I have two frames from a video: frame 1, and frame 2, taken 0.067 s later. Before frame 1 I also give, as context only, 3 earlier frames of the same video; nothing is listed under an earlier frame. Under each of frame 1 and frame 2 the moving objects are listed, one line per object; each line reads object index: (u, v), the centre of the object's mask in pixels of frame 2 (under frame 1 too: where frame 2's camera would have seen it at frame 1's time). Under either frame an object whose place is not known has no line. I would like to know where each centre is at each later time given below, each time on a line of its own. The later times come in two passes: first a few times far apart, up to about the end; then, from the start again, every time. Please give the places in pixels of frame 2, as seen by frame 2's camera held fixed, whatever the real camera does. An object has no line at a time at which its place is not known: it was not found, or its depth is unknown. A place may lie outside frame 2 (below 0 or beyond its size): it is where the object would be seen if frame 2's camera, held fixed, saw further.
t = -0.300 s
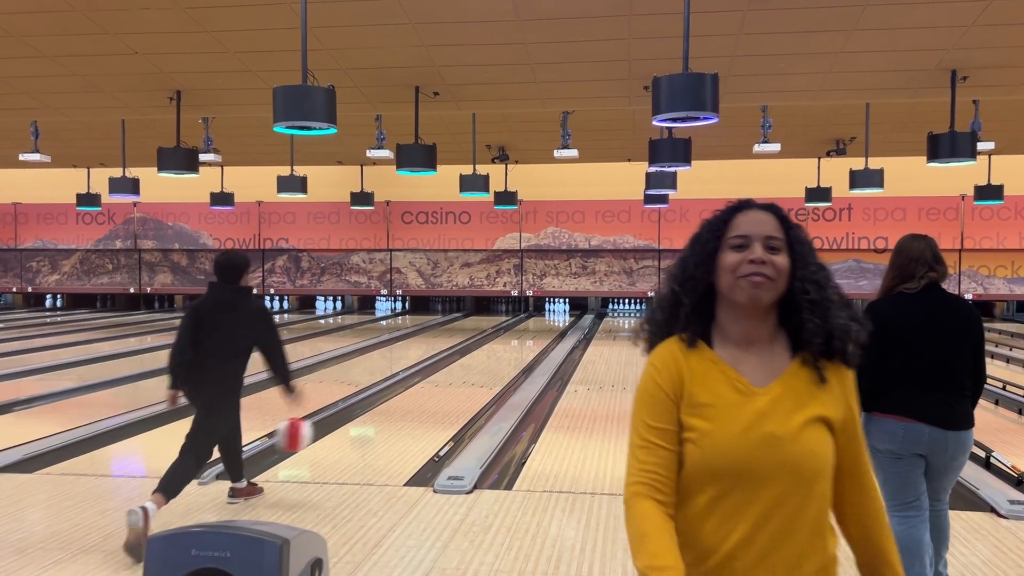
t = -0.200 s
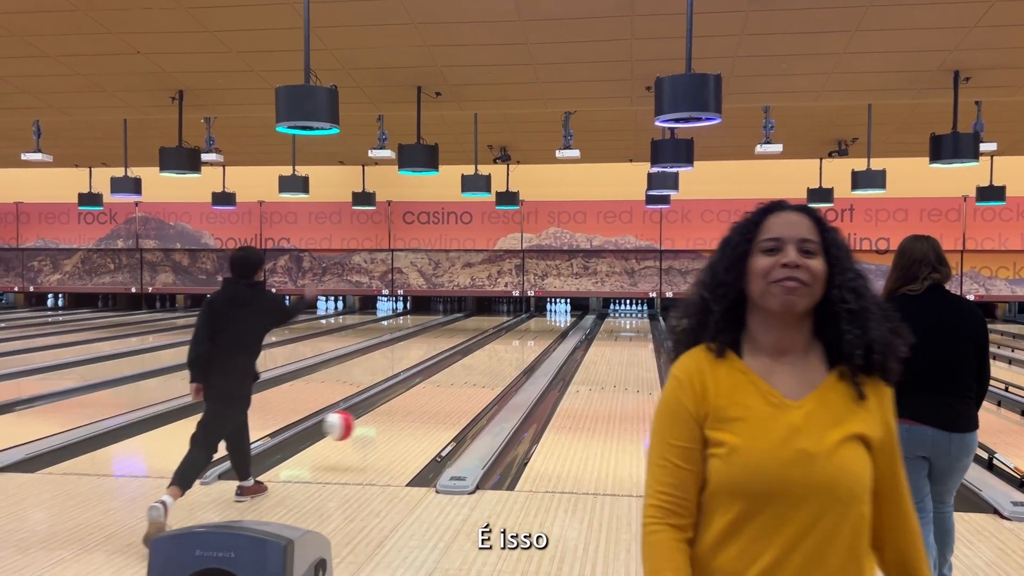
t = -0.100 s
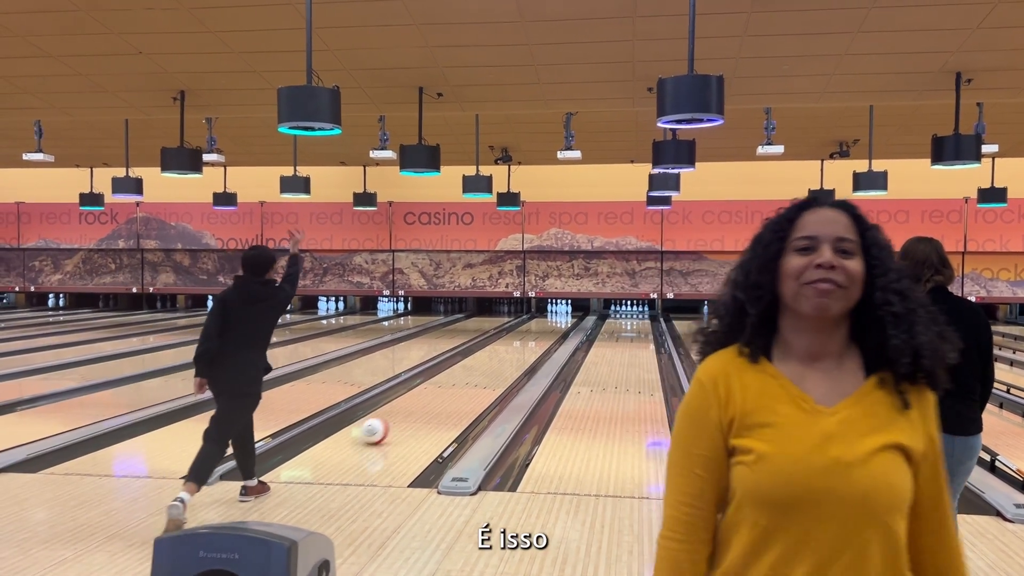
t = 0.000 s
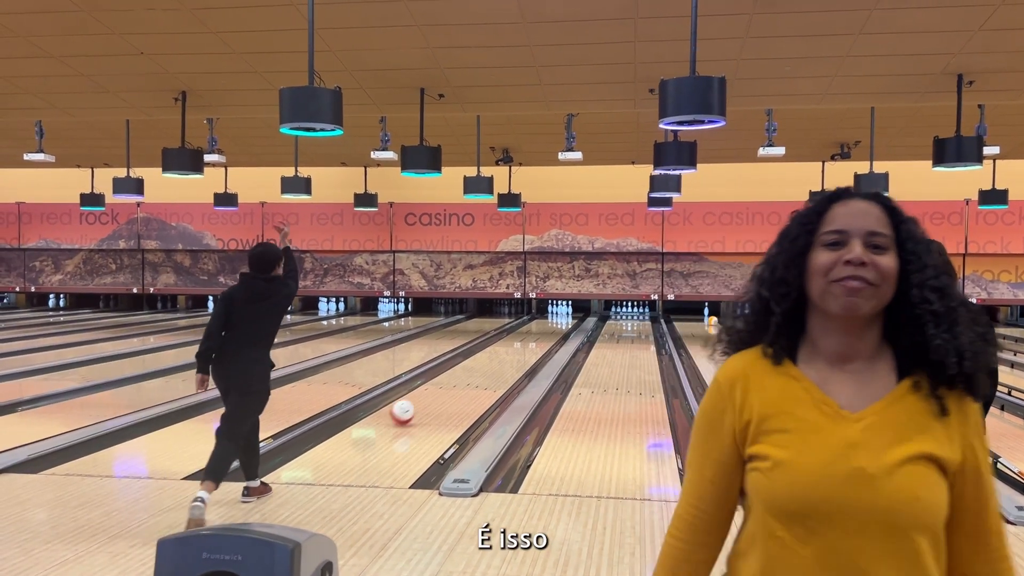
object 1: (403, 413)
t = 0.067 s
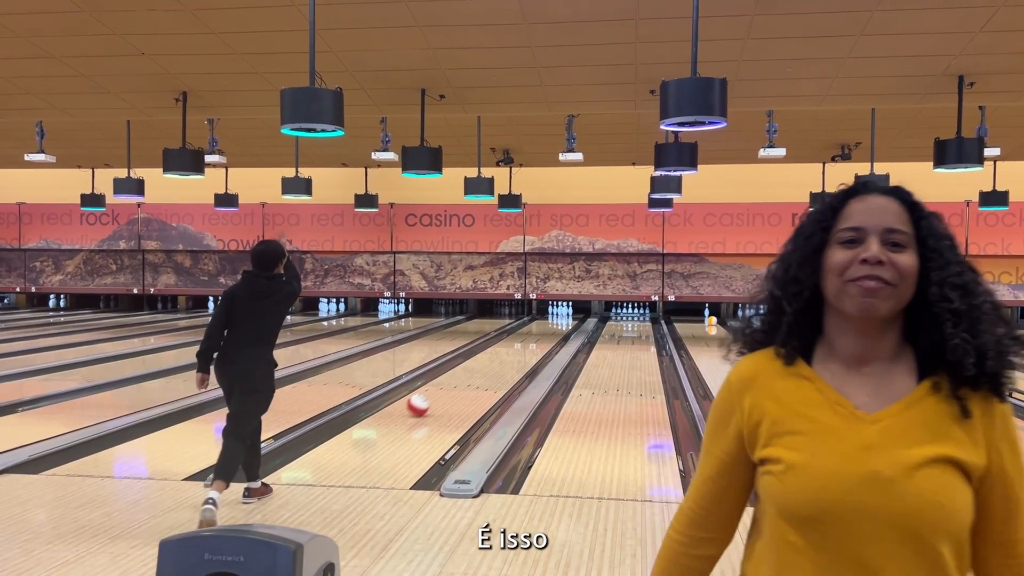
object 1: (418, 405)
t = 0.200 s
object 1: (442, 390)
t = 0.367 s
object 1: (466, 375)
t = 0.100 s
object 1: (425, 400)
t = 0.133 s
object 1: (431, 396)
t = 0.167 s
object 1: (437, 393)
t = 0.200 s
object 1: (442, 390)
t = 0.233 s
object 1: (447, 386)
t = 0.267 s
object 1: (452, 383)
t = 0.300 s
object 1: (457, 380)
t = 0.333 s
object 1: (461, 377)
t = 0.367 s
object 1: (466, 375)
